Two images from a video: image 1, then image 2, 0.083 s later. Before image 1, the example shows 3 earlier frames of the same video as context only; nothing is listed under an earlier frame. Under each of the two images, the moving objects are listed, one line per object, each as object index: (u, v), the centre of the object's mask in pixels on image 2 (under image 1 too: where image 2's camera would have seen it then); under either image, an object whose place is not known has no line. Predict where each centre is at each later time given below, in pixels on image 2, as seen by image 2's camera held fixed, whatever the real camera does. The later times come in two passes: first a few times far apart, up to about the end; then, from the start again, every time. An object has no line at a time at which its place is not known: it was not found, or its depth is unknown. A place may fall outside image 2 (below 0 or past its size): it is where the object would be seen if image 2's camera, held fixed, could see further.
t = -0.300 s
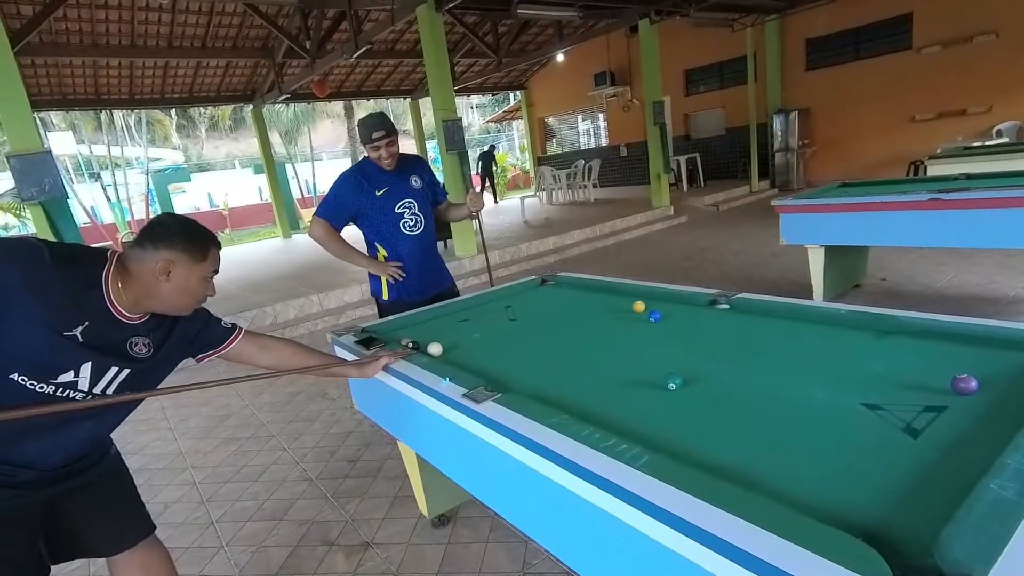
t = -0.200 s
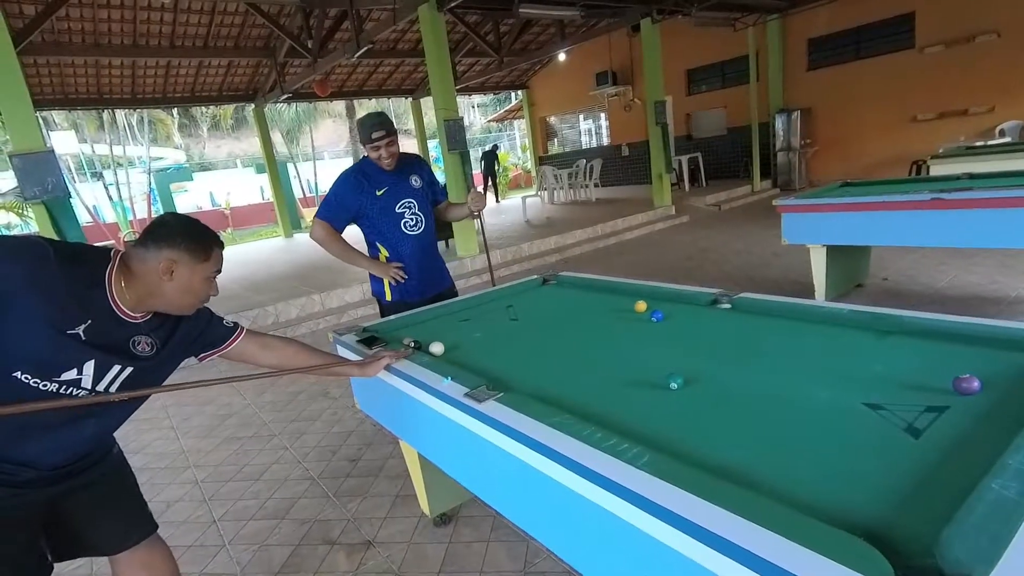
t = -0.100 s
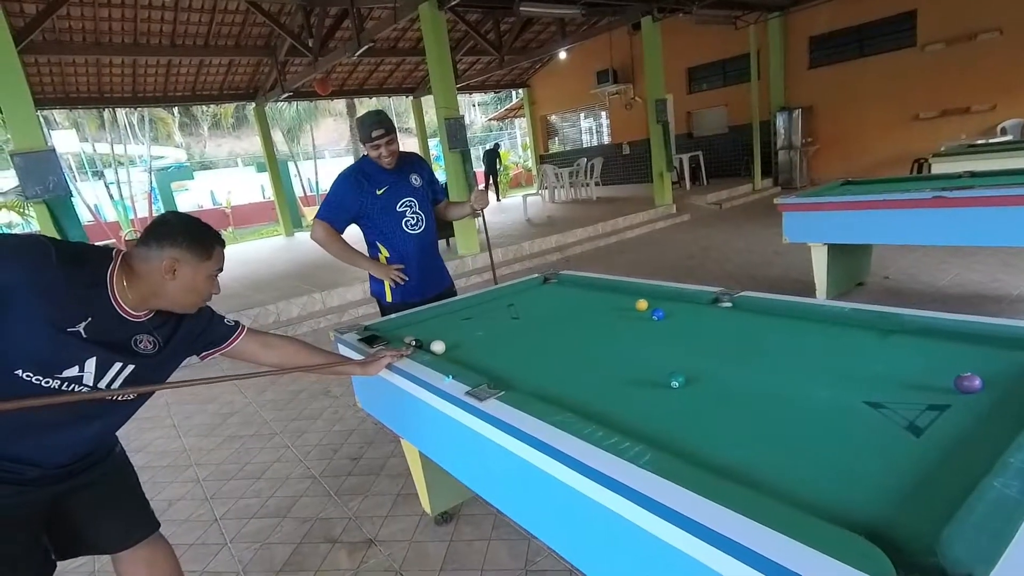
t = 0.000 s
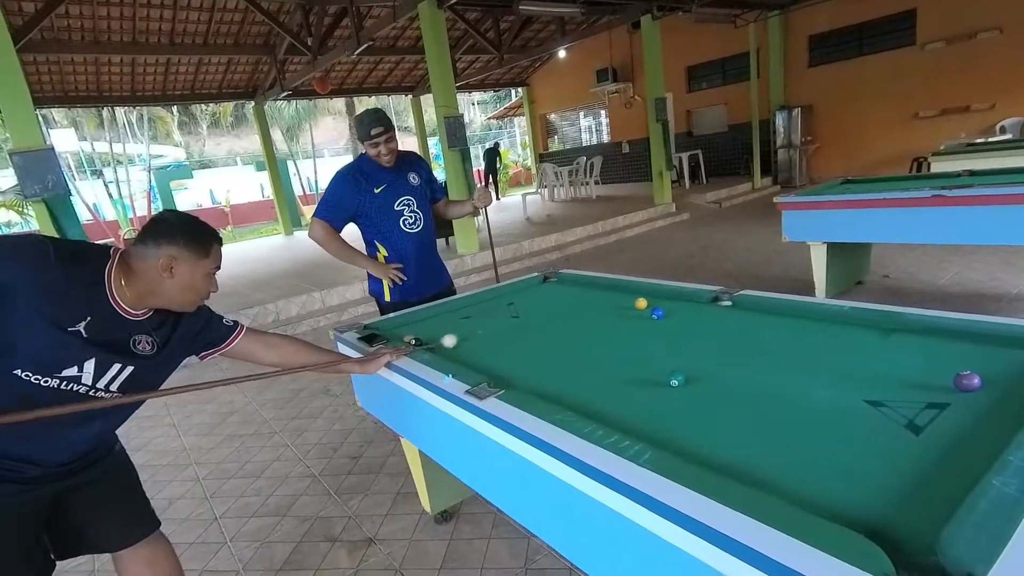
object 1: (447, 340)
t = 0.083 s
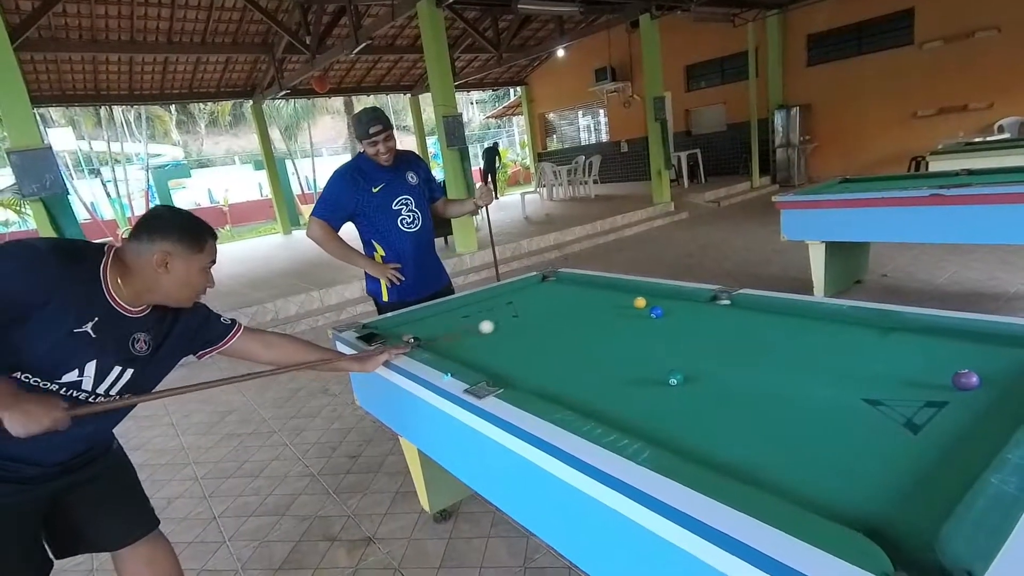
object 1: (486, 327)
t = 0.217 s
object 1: (536, 309)
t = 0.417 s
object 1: (599, 286)
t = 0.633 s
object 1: (559, 300)
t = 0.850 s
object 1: (511, 317)
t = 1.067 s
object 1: (456, 337)
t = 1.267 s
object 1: (444, 341)
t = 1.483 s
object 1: (487, 328)
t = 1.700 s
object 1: (524, 317)
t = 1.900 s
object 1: (555, 307)
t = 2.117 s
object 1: (585, 297)
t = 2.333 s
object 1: (612, 289)
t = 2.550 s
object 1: (605, 291)
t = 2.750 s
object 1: (591, 297)
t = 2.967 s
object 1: (575, 302)
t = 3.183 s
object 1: (559, 308)
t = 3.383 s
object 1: (544, 313)
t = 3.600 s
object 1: (528, 318)
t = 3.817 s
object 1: (513, 324)
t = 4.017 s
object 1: (499, 329)
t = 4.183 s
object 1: (487, 333)
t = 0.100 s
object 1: (492, 324)
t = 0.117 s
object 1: (499, 322)
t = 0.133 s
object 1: (505, 319)
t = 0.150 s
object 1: (512, 317)
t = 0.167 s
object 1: (518, 315)
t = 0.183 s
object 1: (524, 313)
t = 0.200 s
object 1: (530, 311)
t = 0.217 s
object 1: (536, 309)
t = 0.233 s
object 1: (542, 307)
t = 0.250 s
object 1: (547, 304)
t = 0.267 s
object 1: (553, 302)
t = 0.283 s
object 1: (558, 300)
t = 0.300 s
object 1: (564, 299)
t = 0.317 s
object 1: (569, 297)
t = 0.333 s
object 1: (574, 295)
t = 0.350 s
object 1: (579, 293)
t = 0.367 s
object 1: (584, 291)
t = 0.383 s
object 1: (589, 289)
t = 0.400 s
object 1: (594, 287)
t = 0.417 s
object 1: (599, 286)
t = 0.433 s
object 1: (602, 284)
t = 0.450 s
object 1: (599, 285)
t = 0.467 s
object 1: (595, 286)
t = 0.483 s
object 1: (591, 288)
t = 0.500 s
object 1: (587, 290)
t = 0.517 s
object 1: (583, 291)
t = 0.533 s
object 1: (580, 292)
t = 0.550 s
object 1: (576, 294)
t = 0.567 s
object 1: (573, 295)
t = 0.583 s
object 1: (569, 296)
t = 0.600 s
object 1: (566, 297)
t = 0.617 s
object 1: (562, 299)
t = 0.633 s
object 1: (559, 300)
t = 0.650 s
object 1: (556, 301)
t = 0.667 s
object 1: (552, 302)
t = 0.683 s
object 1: (548, 304)
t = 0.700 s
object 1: (545, 305)
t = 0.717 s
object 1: (541, 306)
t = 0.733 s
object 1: (537, 308)
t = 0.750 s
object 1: (534, 309)
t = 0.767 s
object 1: (530, 310)
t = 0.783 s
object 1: (526, 312)
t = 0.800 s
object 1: (522, 313)
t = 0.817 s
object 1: (519, 314)
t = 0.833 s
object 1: (515, 316)
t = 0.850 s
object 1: (511, 317)
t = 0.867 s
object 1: (507, 319)
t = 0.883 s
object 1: (503, 320)
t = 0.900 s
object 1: (499, 321)
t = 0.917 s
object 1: (495, 323)
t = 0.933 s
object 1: (490, 324)
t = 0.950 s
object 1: (486, 326)
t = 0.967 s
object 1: (482, 327)
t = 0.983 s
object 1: (478, 329)
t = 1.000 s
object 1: (474, 330)
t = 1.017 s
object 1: (469, 332)
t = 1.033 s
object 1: (465, 333)
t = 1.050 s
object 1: (461, 335)
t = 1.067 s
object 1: (456, 337)
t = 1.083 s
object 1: (451, 338)
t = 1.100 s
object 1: (447, 340)
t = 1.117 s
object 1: (442, 341)
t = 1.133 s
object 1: (437, 343)
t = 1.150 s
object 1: (433, 344)
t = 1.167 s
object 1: (428, 345)
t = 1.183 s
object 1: (425, 346)
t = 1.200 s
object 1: (429, 345)
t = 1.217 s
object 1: (432, 344)
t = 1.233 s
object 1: (437, 343)
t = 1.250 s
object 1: (441, 342)
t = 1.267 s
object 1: (444, 341)
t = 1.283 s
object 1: (448, 340)
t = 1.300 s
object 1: (451, 339)
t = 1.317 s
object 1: (454, 338)
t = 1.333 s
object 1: (458, 337)
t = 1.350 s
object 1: (462, 336)
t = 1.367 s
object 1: (465, 335)
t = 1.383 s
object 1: (468, 334)
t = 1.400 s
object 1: (471, 333)
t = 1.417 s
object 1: (474, 332)
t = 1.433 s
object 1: (478, 331)
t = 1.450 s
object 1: (481, 330)
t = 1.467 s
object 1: (484, 329)
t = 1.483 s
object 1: (487, 328)
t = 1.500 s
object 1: (490, 327)
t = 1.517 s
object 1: (493, 326)
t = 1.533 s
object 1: (496, 325)
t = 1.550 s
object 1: (499, 324)
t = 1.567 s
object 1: (502, 323)
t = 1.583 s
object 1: (505, 323)
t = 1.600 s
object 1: (507, 322)
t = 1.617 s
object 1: (510, 321)
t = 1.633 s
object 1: (513, 320)
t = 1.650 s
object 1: (516, 319)
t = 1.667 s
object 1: (518, 318)
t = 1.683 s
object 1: (521, 317)
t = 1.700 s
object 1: (524, 317)
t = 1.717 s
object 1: (527, 316)
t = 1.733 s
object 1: (529, 315)
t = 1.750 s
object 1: (532, 314)
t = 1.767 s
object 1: (535, 313)
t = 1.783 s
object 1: (537, 312)
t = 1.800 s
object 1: (540, 312)
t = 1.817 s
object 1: (542, 311)
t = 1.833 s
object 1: (545, 310)
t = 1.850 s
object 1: (547, 309)
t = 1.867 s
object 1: (550, 309)
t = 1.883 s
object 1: (552, 308)
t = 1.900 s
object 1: (555, 307)
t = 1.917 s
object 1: (557, 306)
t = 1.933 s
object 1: (560, 305)
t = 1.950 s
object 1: (562, 304)
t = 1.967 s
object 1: (564, 304)
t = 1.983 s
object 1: (567, 303)
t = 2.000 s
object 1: (569, 302)
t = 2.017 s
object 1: (571, 301)
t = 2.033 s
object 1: (574, 301)
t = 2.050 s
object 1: (576, 300)
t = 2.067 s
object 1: (578, 299)
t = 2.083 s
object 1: (580, 299)
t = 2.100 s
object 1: (583, 298)
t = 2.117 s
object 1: (585, 297)
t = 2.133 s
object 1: (587, 297)
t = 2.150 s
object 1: (589, 296)
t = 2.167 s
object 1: (592, 295)
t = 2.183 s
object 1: (594, 295)
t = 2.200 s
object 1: (596, 294)
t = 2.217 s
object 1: (598, 293)
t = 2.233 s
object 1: (600, 293)
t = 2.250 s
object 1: (602, 292)
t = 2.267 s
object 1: (604, 291)
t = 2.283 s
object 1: (606, 291)
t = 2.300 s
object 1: (608, 290)
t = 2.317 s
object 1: (610, 289)
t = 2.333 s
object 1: (612, 289)
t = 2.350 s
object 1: (614, 288)
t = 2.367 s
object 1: (616, 287)
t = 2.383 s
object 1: (618, 287)
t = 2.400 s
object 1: (617, 287)
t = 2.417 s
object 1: (615, 288)
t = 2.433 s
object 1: (614, 288)
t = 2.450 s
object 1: (613, 289)
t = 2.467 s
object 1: (611, 289)
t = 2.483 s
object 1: (610, 289)
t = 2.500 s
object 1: (609, 290)
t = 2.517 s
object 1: (608, 290)
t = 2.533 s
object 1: (606, 291)
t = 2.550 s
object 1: (605, 291)
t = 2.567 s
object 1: (604, 292)
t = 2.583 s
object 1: (603, 292)
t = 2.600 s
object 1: (602, 293)
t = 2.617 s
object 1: (600, 293)
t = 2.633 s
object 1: (599, 293)
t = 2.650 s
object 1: (598, 294)
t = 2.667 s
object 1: (597, 294)
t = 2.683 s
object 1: (596, 295)
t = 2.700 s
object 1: (594, 295)
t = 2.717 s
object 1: (593, 296)
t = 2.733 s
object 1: (592, 296)
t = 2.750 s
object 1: (591, 297)
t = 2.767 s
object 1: (590, 297)
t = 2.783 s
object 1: (588, 297)
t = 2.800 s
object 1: (587, 298)
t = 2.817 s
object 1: (586, 298)
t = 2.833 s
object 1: (585, 298)
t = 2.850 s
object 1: (583, 299)
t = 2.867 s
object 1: (582, 300)
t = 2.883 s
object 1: (581, 300)
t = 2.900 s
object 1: (580, 300)
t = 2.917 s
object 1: (578, 301)
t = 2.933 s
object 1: (577, 301)
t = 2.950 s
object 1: (576, 302)
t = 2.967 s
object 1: (575, 302)
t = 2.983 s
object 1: (574, 303)
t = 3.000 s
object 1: (573, 303)
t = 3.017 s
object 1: (571, 304)
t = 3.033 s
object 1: (570, 304)
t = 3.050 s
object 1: (569, 304)
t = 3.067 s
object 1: (567, 305)
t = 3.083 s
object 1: (566, 305)
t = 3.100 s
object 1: (565, 306)
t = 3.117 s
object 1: (564, 306)
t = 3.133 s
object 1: (563, 306)
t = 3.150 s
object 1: (562, 307)
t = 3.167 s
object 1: (560, 307)
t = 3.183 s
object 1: (559, 308)
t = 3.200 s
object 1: (558, 308)
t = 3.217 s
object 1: (556, 308)
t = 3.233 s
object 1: (555, 309)
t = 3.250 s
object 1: (554, 310)
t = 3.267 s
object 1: (553, 310)
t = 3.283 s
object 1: (551, 310)
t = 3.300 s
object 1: (550, 310)
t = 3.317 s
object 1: (549, 311)
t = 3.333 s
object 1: (548, 311)
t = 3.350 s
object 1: (547, 312)
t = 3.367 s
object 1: (545, 312)
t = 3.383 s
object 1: (544, 313)
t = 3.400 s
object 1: (543, 313)
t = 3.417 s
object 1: (542, 314)
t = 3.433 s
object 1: (541, 314)
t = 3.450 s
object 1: (539, 315)
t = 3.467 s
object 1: (538, 315)
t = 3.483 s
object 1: (537, 315)
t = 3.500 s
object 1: (536, 316)
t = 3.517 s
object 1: (535, 316)
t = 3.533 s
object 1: (533, 317)
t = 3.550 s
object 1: (532, 317)
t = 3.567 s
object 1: (531, 317)
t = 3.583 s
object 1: (530, 318)
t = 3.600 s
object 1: (528, 318)
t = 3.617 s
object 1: (527, 319)
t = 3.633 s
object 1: (526, 319)
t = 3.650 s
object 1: (525, 319)
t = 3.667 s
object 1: (524, 320)
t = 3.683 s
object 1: (522, 320)
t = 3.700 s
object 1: (521, 321)
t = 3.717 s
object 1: (520, 321)
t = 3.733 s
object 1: (519, 322)
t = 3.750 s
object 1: (518, 322)
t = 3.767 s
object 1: (517, 323)
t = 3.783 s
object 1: (515, 323)
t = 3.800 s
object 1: (514, 323)
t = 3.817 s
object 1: (513, 324)
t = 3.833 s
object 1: (512, 324)
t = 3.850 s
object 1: (511, 325)
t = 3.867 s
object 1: (509, 325)
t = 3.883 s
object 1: (508, 326)
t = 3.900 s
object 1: (507, 326)
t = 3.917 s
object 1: (506, 326)
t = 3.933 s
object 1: (504, 327)
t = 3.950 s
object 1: (503, 327)
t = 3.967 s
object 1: (502, 328)
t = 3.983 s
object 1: (501, 328)
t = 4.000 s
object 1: (500, 328)
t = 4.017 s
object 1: (499, 329)
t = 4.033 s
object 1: (497, 329)
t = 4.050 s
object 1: (496, 329)
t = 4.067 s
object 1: (495, 330)
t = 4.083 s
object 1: (494, 330)
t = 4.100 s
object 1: (493, 331)
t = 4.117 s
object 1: (492, 331)
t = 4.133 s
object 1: (491, 331)
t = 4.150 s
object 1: (490, 332)
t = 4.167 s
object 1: (488, 332)
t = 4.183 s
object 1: (487, 333)
